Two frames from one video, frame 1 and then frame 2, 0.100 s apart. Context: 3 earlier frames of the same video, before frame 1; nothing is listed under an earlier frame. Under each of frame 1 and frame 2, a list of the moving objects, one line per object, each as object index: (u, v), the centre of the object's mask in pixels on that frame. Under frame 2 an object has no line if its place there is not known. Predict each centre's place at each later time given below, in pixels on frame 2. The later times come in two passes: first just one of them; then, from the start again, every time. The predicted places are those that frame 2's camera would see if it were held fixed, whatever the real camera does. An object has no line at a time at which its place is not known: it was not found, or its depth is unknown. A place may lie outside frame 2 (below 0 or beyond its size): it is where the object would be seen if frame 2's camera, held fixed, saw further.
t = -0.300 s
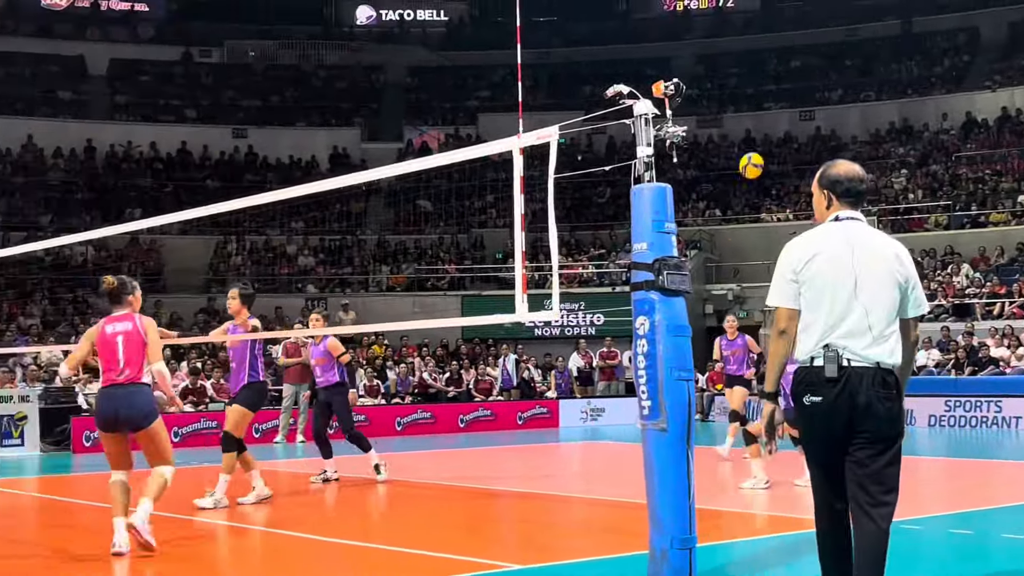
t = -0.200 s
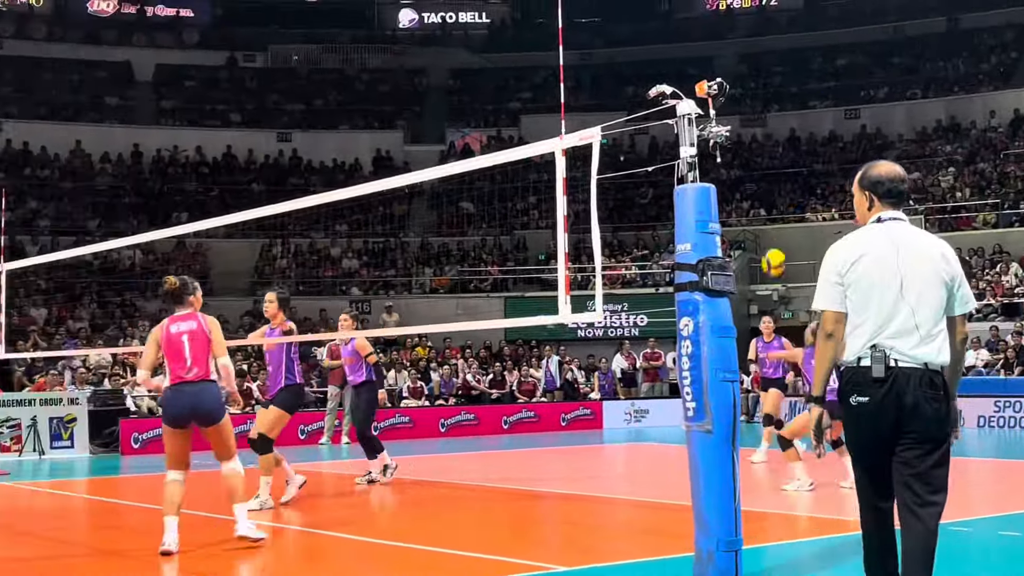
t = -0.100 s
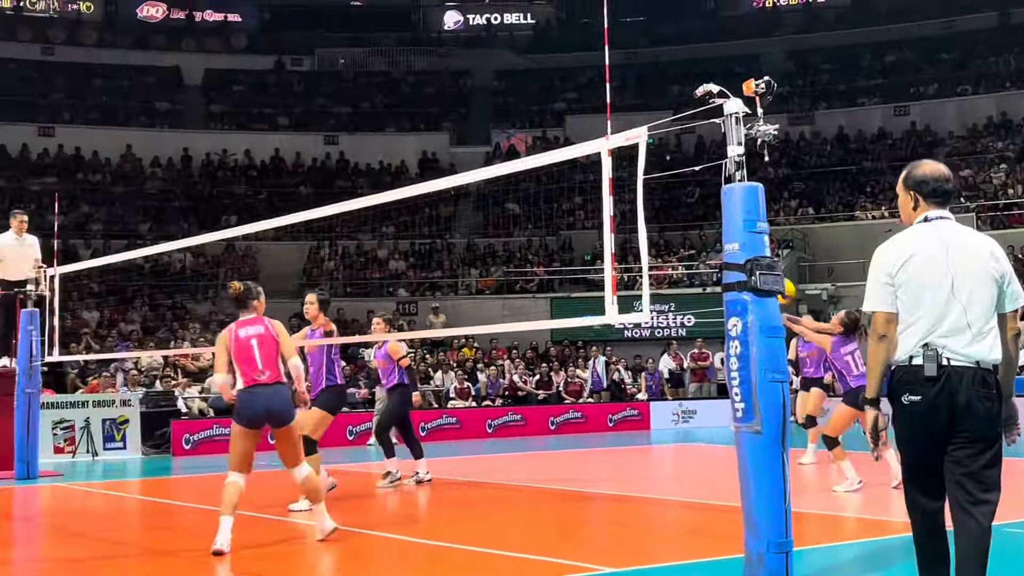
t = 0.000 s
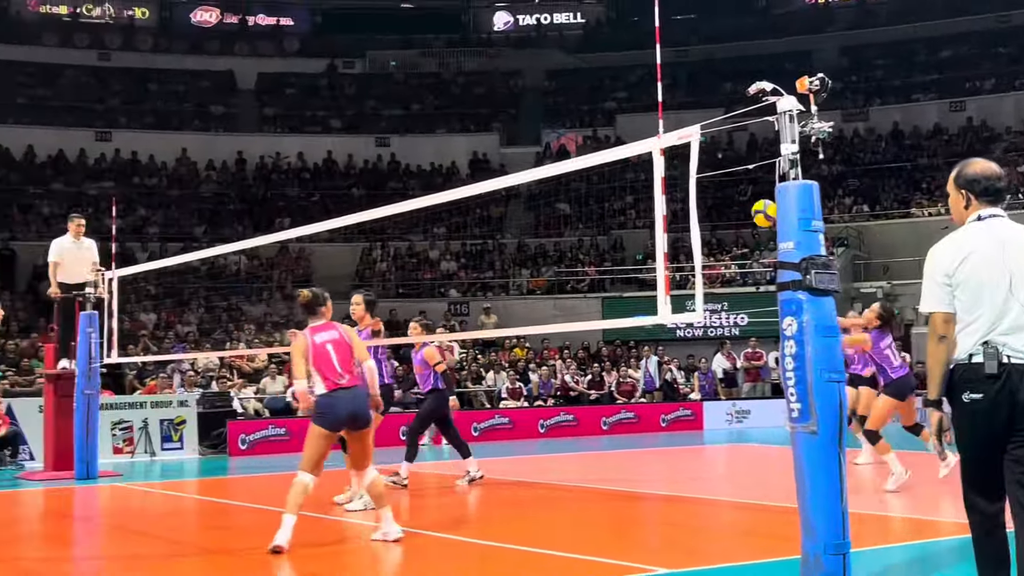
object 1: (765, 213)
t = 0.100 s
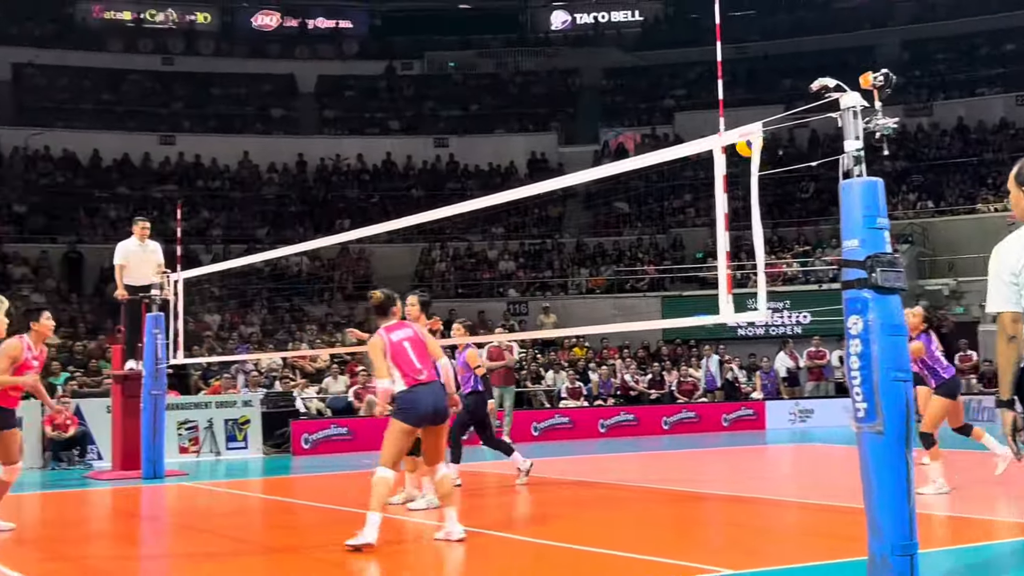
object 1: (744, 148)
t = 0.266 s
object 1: (610, 54)
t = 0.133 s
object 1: (722, 121)
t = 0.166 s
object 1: (695, 104)
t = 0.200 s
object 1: (668, 86)
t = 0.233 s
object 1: (639, 69)
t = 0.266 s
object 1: (610, 54)
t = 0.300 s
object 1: (580, 40)
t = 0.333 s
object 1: (552, 26)
